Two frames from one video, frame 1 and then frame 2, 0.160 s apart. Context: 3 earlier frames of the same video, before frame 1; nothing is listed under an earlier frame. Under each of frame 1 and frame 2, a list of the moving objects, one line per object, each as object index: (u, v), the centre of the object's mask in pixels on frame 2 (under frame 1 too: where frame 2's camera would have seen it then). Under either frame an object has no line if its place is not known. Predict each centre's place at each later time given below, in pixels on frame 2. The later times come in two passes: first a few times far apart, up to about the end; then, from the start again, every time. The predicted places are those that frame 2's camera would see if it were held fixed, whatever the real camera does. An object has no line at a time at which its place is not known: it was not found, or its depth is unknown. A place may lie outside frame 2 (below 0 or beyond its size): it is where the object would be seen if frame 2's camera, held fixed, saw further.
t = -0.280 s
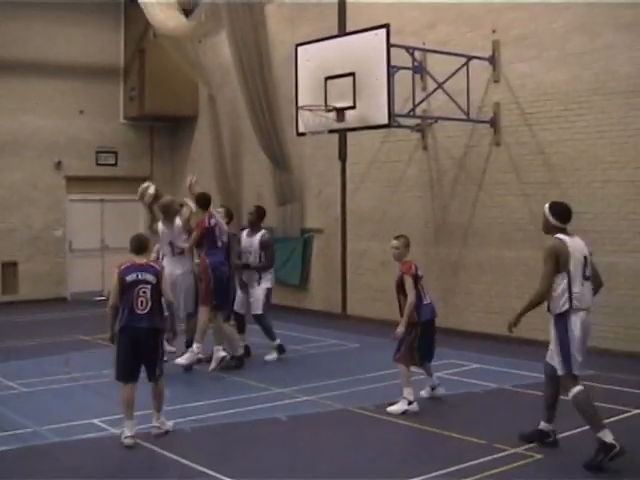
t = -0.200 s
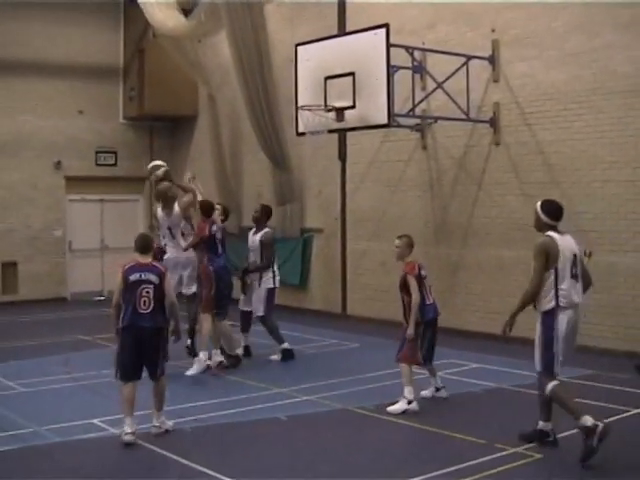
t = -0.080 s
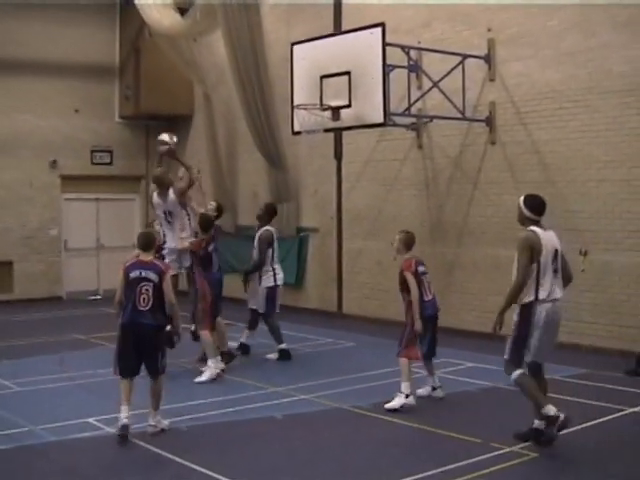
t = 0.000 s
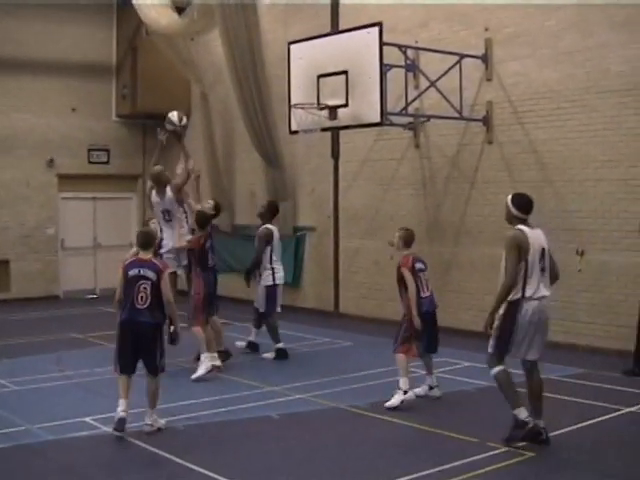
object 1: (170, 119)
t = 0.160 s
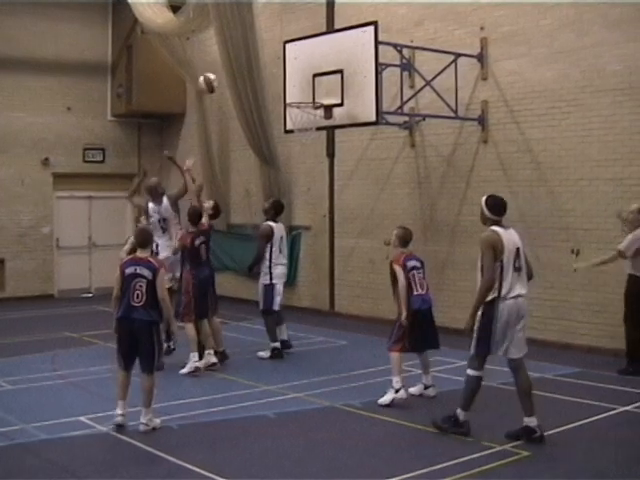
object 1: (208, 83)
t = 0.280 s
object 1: (235, 69)
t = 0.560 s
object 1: (293, 89)
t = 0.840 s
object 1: (295, 101)
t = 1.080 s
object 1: (313, 105)
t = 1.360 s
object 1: (298, 121)
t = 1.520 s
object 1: (290, 136)
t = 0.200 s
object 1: (216, 77)
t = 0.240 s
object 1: (226, 73)
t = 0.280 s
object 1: (235, 69)
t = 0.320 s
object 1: (244, 68)
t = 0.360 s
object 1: (252, 68)
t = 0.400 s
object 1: (261, 71)
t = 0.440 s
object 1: (269, 73)
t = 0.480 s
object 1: (277, 78)
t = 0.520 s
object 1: (285, 83)
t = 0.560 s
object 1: (293, 89)
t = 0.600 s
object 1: (301, 98)
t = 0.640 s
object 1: (308, 102)
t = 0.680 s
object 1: (311, 101)
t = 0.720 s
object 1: (311, 101)
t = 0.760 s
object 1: (303, 100)
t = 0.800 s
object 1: (296, 101)
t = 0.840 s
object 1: (295, 101)
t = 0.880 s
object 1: (296, 101)
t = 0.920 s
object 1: (299, 101)
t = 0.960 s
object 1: (302, 102)
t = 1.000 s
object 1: (308, 102)
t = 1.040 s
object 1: (311, 104)
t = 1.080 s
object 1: (313, 105)
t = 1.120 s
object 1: (312, 107)
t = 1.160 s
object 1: (311, 111)
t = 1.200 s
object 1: (308, 114)
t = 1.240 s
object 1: (305, 118)
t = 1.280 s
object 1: (304, 120)
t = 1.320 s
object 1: (299, 120)
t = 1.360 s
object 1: (298, 121)
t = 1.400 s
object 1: (294, 124)
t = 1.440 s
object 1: (292, 127)
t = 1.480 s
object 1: (291, 131)
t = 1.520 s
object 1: (290, 136)
